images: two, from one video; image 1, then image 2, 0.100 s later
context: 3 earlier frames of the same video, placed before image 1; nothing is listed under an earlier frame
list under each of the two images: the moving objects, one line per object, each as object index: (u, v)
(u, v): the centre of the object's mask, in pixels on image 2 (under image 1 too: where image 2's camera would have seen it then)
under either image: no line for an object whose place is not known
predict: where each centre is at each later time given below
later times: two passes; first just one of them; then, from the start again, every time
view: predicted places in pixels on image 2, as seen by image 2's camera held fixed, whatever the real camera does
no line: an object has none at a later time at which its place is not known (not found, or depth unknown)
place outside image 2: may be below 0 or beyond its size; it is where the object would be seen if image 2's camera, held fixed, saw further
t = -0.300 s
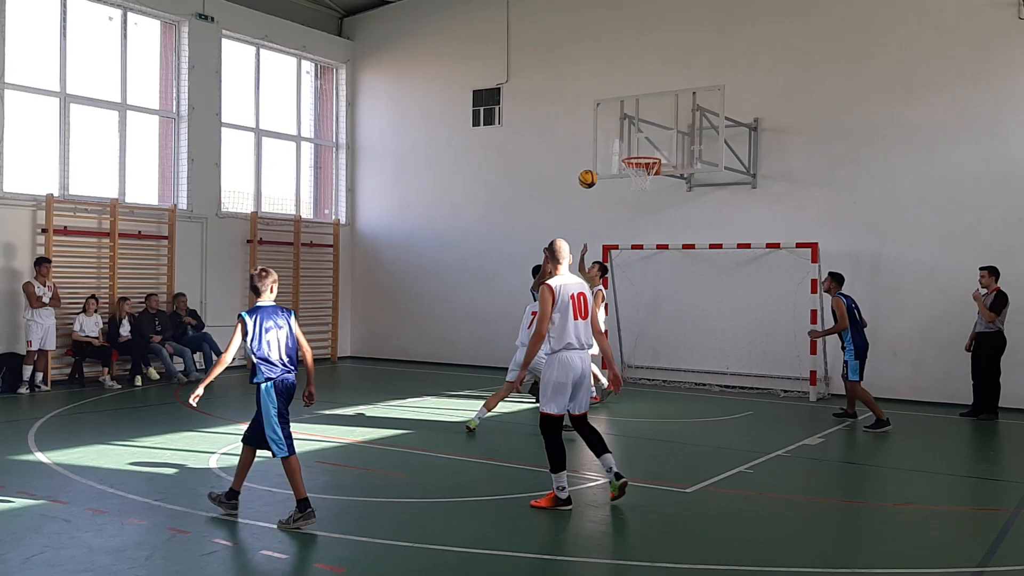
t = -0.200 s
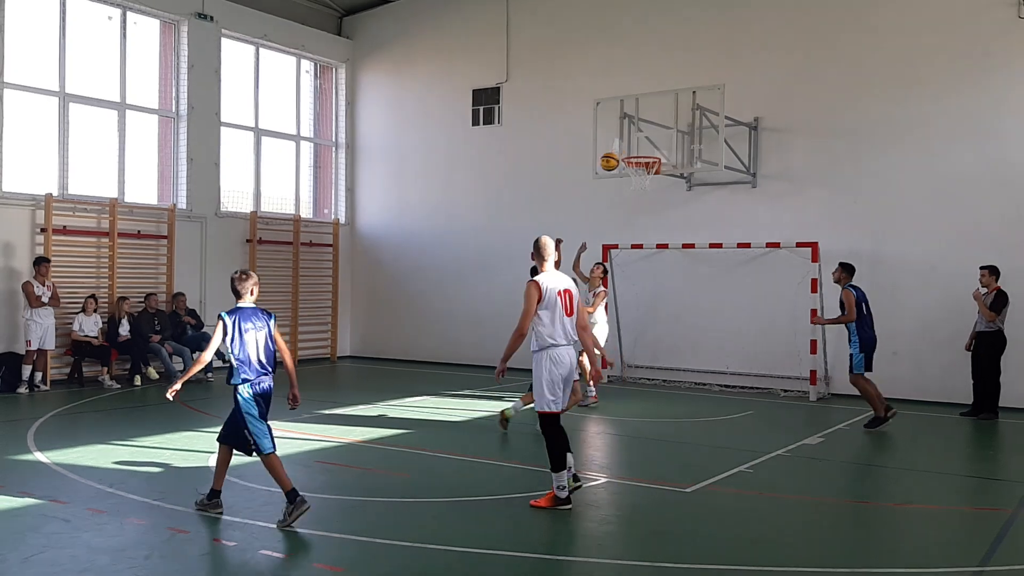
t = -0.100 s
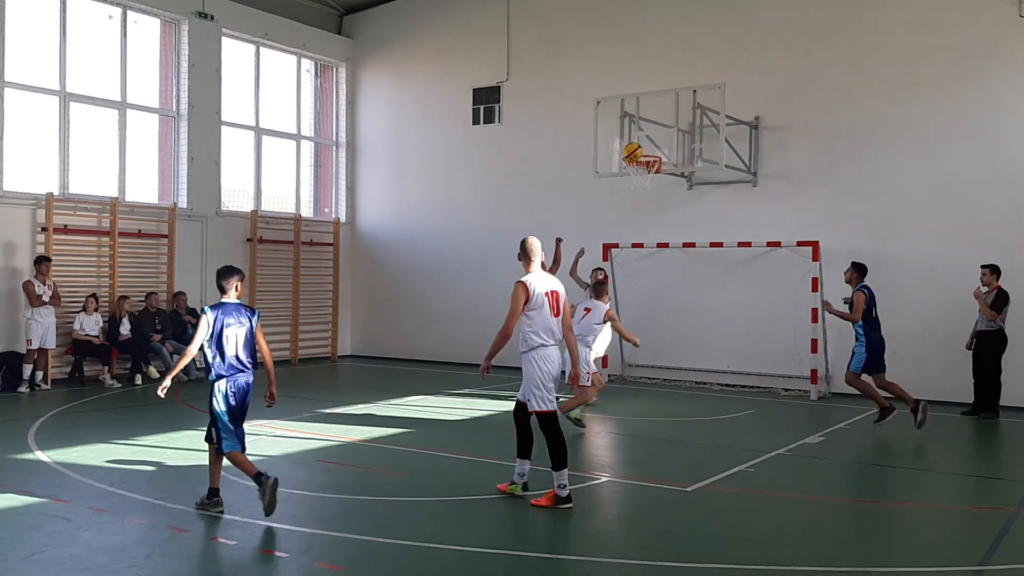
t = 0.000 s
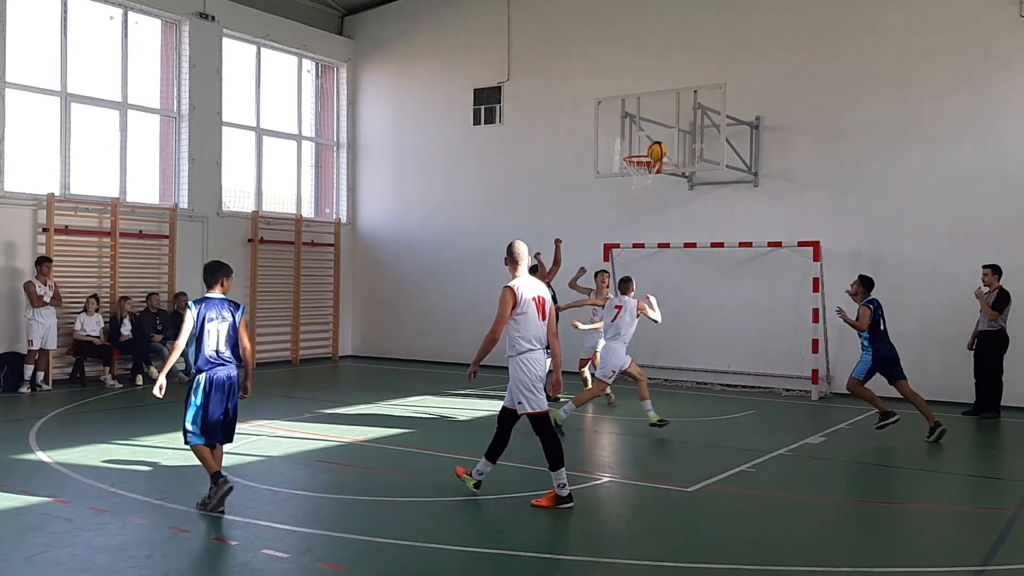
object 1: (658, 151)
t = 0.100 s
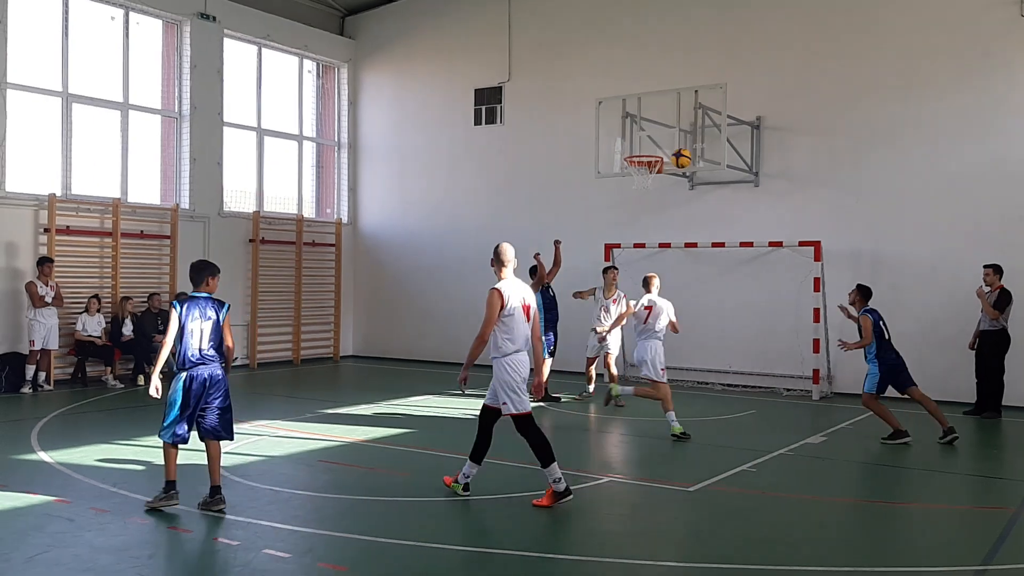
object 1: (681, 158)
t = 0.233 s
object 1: (713, 182)
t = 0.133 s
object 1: (689, 163)
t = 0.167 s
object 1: (697, 168)
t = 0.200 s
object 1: (705, 173)
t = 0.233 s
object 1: (713, 182)
